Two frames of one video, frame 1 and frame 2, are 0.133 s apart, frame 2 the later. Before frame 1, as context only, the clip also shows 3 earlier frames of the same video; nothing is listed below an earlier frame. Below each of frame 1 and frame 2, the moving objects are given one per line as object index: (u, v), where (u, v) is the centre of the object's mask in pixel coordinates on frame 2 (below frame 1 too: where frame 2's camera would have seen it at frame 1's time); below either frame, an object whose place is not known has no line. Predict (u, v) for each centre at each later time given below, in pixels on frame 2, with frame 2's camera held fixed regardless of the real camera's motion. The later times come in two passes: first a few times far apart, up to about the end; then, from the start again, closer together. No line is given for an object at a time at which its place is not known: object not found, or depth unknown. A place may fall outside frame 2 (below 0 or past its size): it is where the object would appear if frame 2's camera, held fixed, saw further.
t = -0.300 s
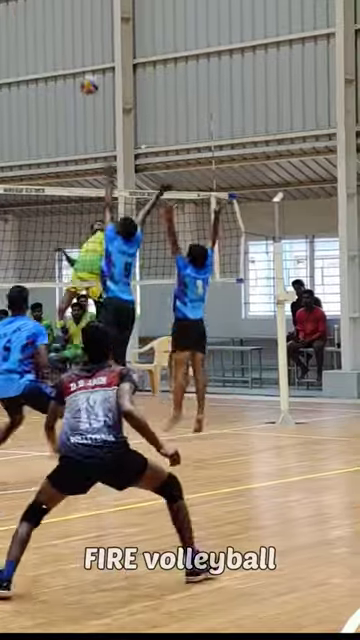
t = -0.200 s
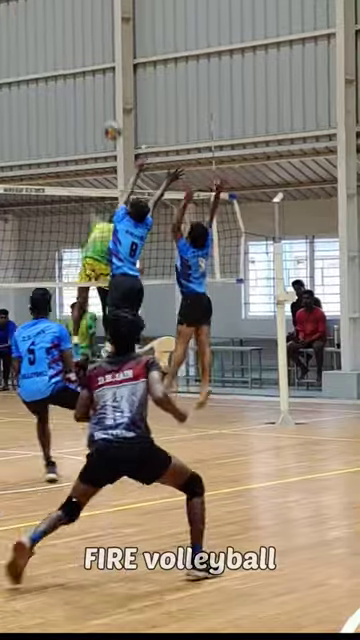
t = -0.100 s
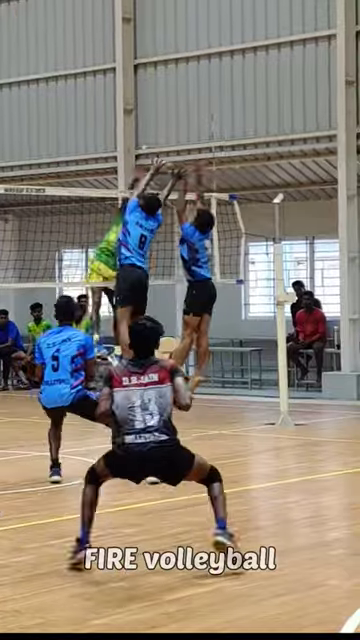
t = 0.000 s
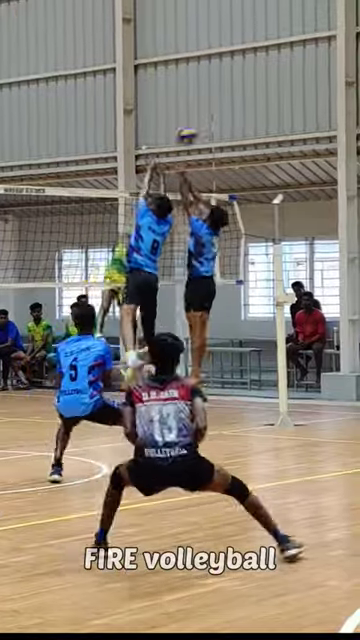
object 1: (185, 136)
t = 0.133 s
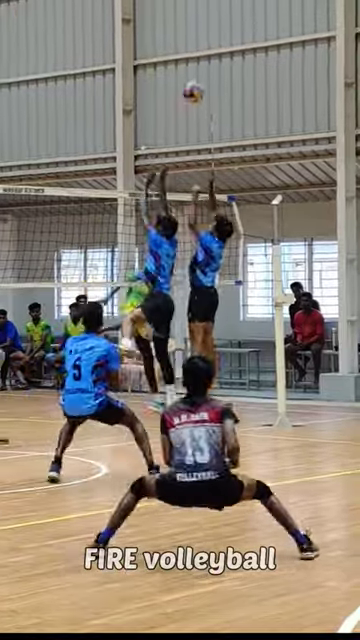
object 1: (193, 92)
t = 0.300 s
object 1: (204, 59)
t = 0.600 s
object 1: (223, 71)
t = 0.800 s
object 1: (237, 130)
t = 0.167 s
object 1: (195, 83)
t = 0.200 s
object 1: (198, 74)
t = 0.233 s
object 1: (200, 69)
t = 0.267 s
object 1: (202, 64)
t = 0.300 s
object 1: (204, 59)
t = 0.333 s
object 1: (205, 56)
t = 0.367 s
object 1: (207, 53)
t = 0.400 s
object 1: (209, 52)
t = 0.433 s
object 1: (211, 52)
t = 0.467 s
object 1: (214, 53)
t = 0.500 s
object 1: (216, 56)
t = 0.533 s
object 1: (219, 59)
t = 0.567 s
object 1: (220, 63)
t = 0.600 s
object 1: (223, 71)
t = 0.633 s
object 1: (225, 77)
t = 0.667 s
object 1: (227, 84)
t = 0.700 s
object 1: (230, 94)
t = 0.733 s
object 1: (236, 125)
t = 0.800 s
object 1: (237, 130)
